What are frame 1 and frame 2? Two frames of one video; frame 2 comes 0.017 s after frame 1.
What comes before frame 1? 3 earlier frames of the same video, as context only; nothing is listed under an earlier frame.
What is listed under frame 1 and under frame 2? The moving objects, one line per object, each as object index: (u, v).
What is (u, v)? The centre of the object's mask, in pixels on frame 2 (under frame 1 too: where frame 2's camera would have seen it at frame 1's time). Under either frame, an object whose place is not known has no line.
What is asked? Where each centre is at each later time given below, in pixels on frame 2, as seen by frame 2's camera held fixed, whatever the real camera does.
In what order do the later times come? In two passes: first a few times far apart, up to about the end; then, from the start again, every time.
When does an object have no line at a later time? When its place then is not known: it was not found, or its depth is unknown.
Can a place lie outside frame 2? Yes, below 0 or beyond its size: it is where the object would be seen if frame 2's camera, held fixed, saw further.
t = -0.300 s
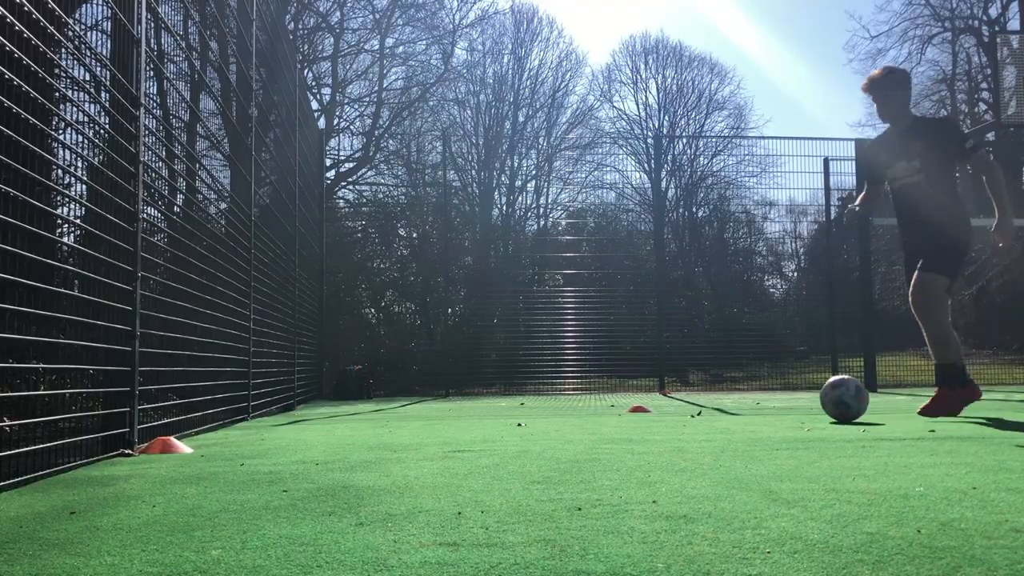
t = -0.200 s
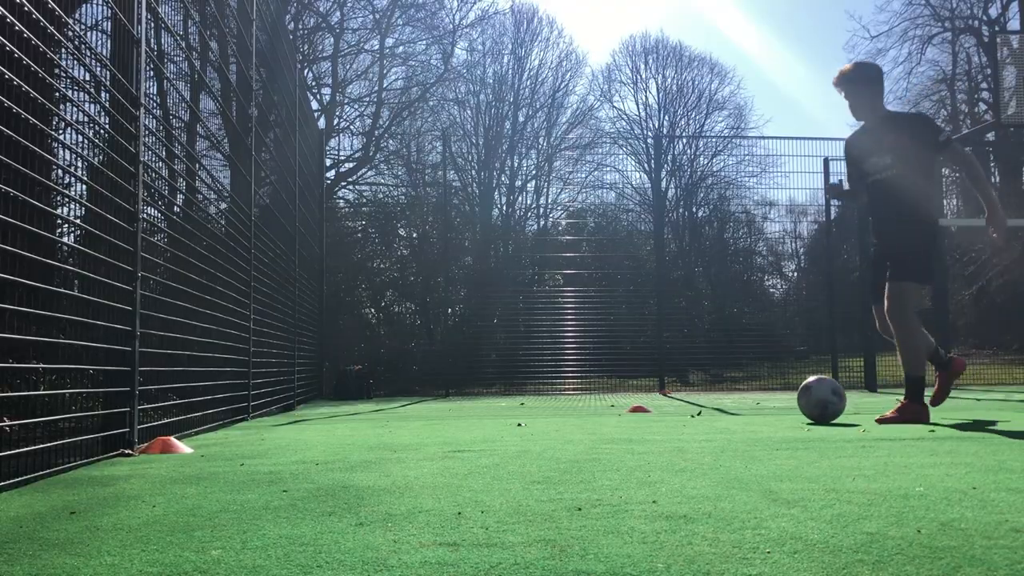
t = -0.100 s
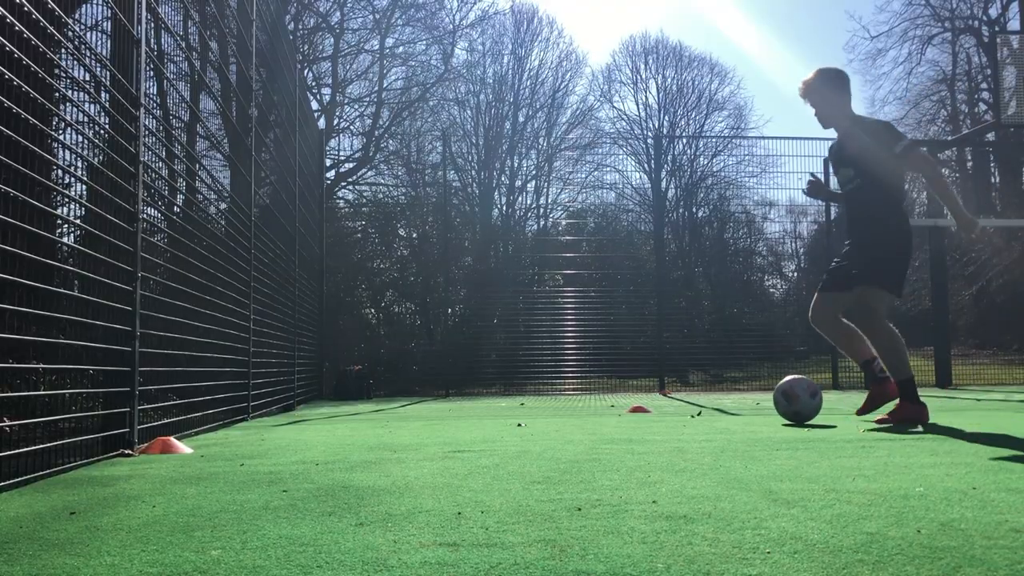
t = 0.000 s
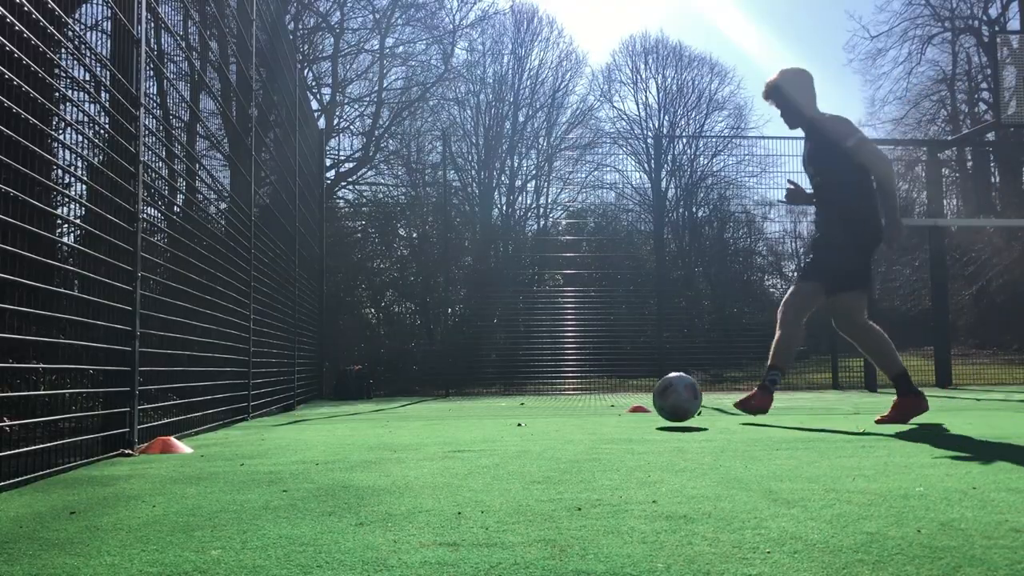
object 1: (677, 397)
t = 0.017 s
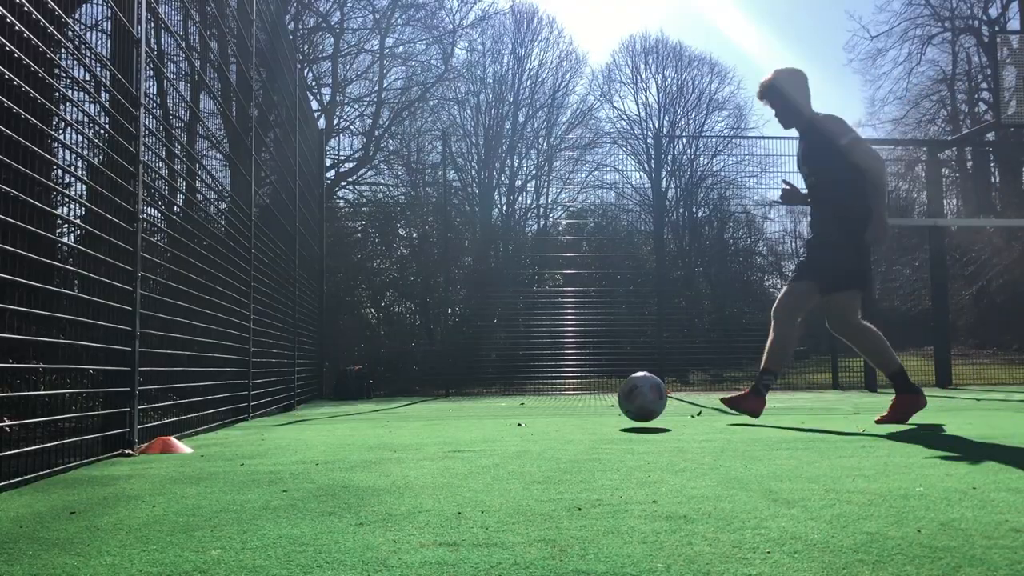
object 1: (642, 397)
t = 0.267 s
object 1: (256, 412)
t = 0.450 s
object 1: (487, 406)
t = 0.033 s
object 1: (608, 397)
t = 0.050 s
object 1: (572, 398)
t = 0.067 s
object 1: (536, 400)
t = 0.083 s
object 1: (500, 403)
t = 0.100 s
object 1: (463, 406)
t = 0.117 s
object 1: (426, 407)
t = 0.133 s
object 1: (390, 407)
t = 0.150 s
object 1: (352, 408)
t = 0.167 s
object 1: (314, 409)
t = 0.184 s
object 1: (276, 411)
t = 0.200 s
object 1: (237, 413)
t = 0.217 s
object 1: (198, 415)
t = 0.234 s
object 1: (210, 414)
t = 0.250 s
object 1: (234, 414)
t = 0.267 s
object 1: (256, 412)
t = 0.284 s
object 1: (279, 411)
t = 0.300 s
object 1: (301, 411)
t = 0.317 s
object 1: (323, 411)
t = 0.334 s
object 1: (345, 411)
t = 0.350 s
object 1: (366, 410)
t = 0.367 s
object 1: (387, 409)
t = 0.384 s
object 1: (408, 409)
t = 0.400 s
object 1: (428, 408)
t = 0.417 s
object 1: (448, 408)
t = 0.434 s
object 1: (467, 407)
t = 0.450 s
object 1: (487, 406)
